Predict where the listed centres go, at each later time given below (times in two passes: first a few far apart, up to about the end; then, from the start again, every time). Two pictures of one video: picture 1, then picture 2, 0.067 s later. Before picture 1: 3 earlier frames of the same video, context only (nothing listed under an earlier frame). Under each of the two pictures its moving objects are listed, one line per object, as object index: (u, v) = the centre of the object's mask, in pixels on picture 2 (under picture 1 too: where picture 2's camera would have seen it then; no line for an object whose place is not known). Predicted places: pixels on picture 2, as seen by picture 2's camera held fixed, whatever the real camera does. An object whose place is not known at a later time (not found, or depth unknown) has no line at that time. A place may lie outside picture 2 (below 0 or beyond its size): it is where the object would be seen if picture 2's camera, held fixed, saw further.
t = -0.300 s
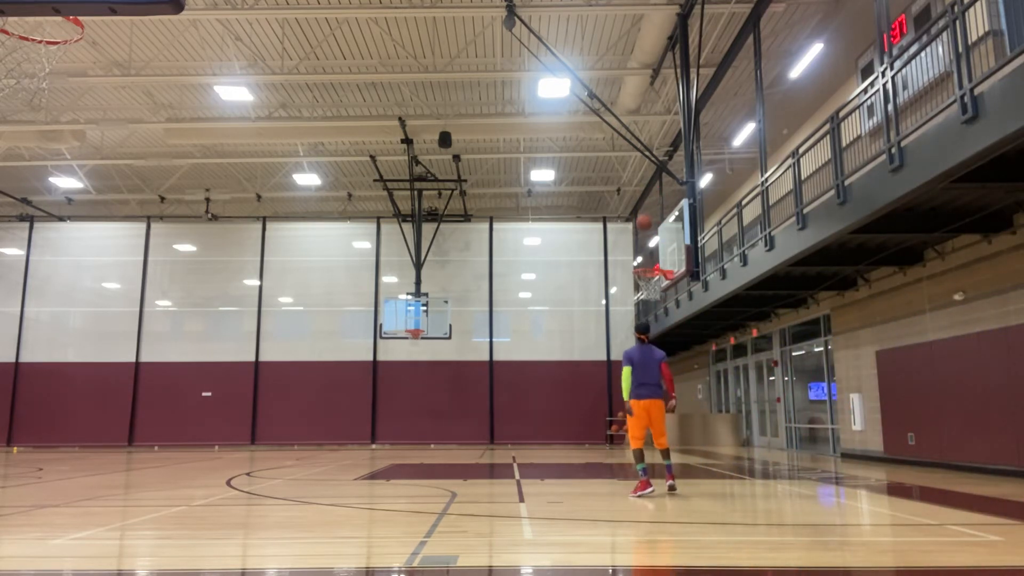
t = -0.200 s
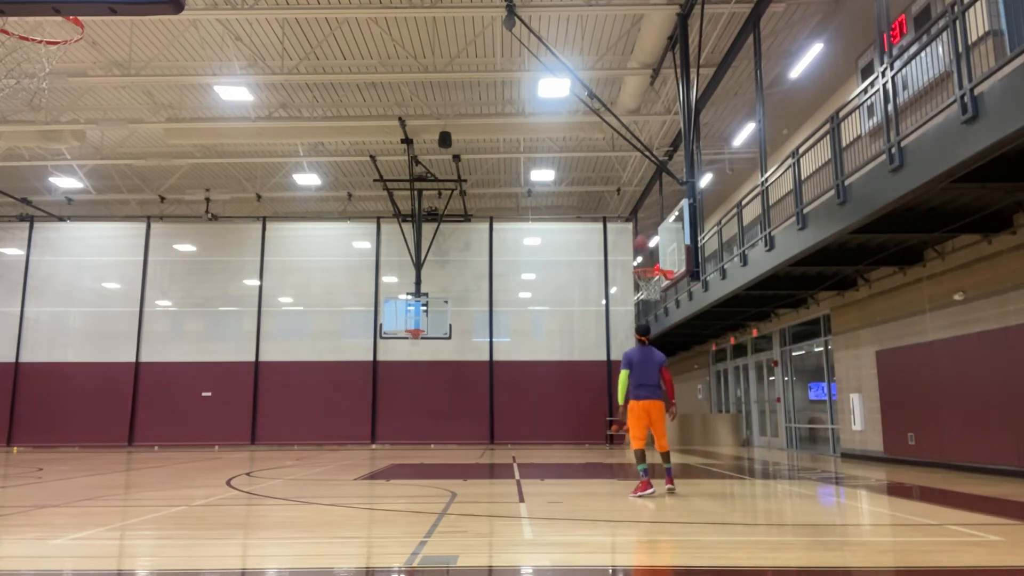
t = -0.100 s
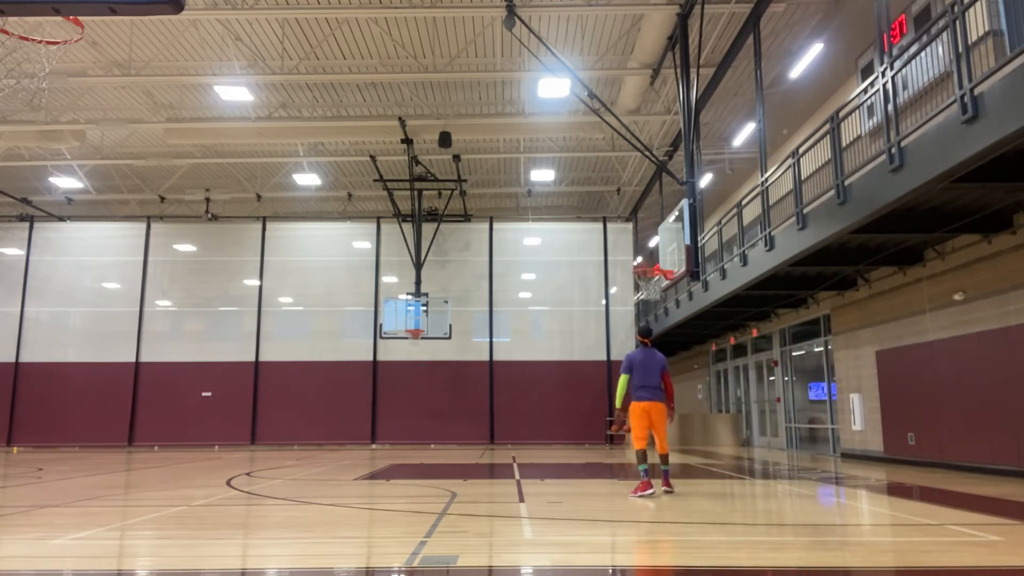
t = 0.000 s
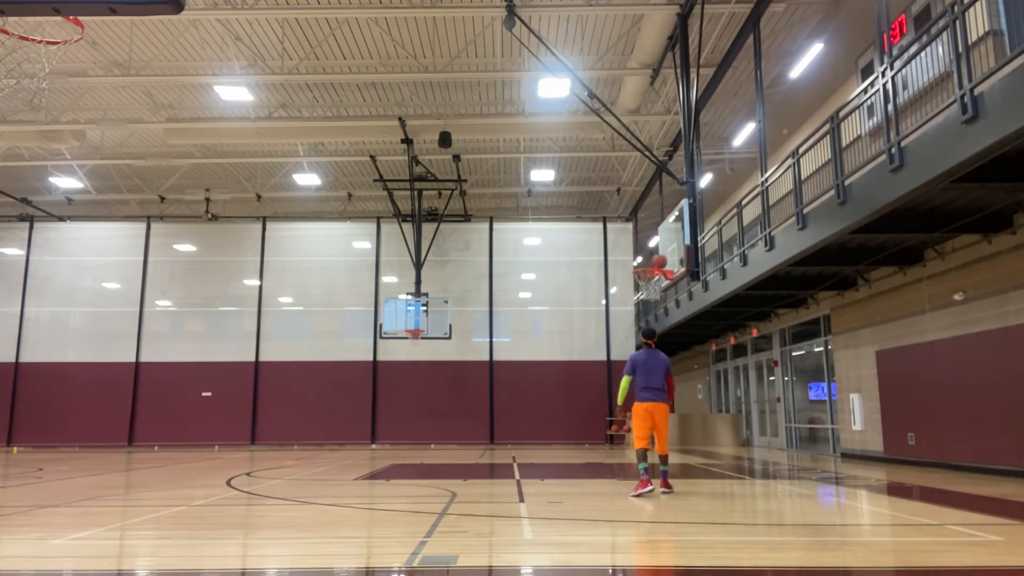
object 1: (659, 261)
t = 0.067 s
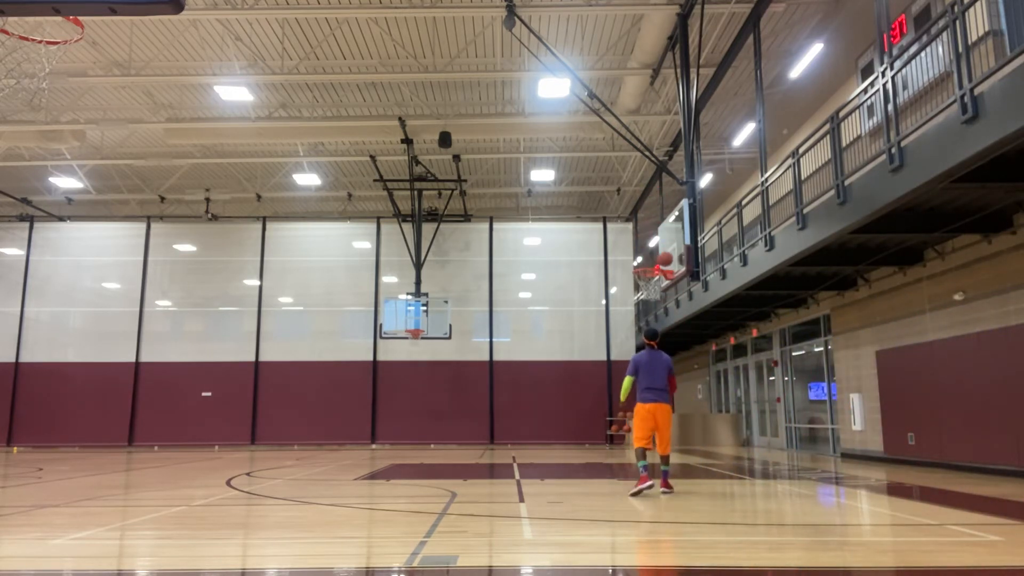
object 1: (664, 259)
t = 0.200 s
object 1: (650, 259)
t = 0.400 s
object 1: (624, 281)
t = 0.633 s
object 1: (593, 343)
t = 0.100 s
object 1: (661, 258)
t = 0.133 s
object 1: (657, 258)
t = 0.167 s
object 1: (652, 258)
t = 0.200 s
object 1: (650, 259)
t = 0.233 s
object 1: (644, 260)
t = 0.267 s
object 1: (640, 264)
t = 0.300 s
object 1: (636, 267)
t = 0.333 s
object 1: (633, 271)
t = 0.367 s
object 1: (628, 276)
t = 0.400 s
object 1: (624, 281)
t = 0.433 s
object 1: (620, 287)
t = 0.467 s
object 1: (616, 294)
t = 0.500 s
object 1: (611, 302)
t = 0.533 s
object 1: (607, 311)
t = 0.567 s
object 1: (602, 321)
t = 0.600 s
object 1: (598, 332)
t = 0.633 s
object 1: (593, 343)
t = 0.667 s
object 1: (589, 355)
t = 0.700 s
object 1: (584, 368)
